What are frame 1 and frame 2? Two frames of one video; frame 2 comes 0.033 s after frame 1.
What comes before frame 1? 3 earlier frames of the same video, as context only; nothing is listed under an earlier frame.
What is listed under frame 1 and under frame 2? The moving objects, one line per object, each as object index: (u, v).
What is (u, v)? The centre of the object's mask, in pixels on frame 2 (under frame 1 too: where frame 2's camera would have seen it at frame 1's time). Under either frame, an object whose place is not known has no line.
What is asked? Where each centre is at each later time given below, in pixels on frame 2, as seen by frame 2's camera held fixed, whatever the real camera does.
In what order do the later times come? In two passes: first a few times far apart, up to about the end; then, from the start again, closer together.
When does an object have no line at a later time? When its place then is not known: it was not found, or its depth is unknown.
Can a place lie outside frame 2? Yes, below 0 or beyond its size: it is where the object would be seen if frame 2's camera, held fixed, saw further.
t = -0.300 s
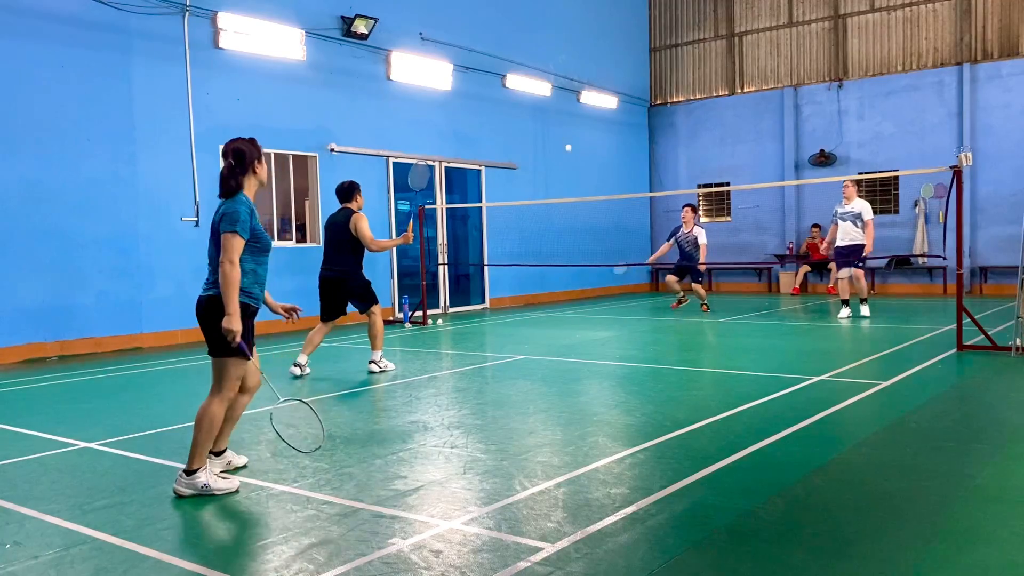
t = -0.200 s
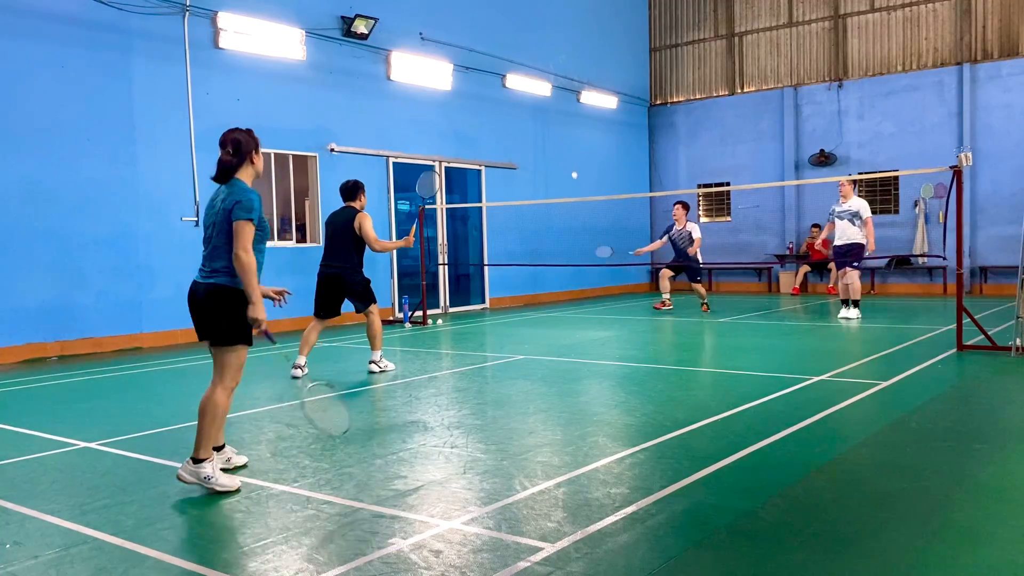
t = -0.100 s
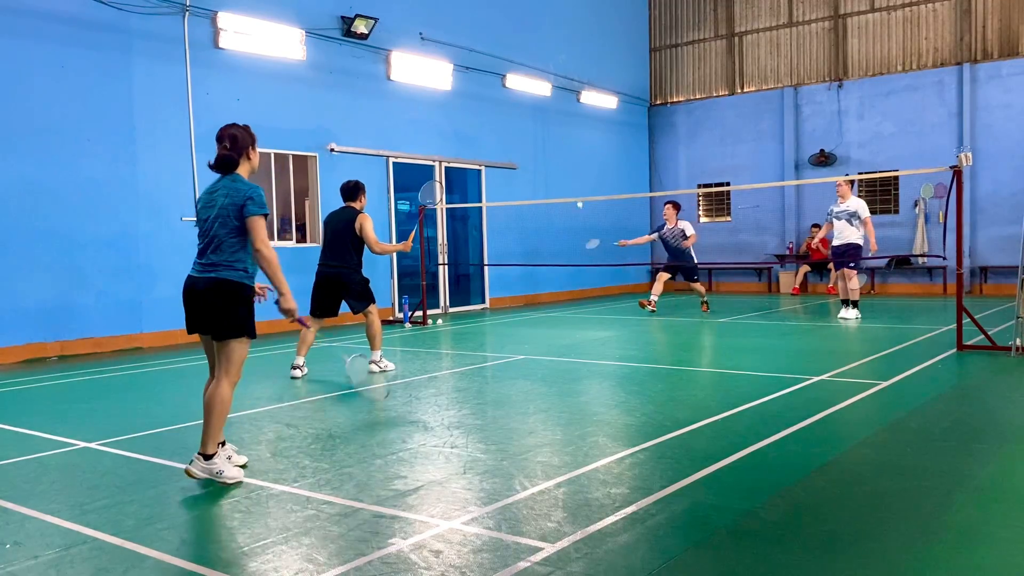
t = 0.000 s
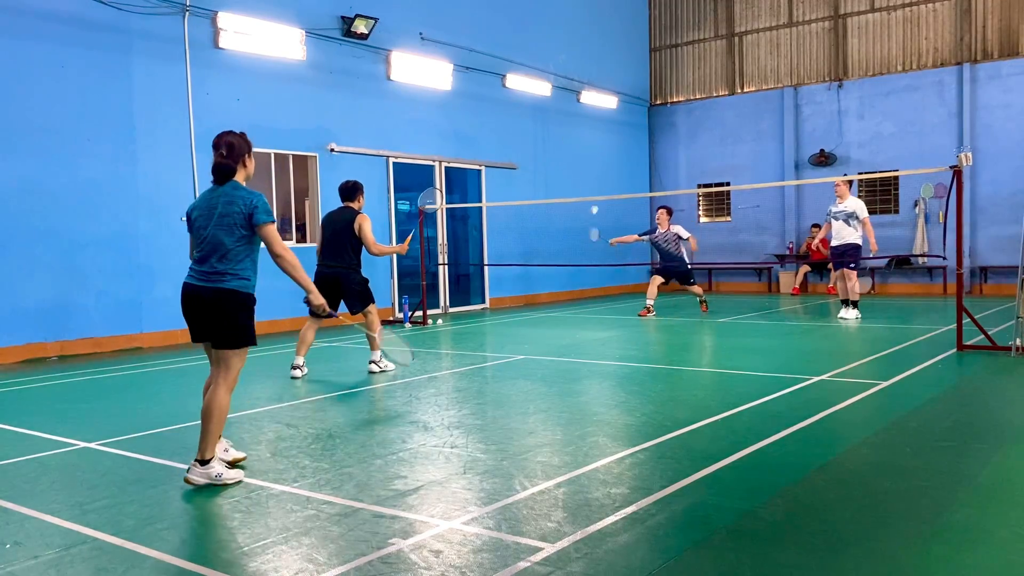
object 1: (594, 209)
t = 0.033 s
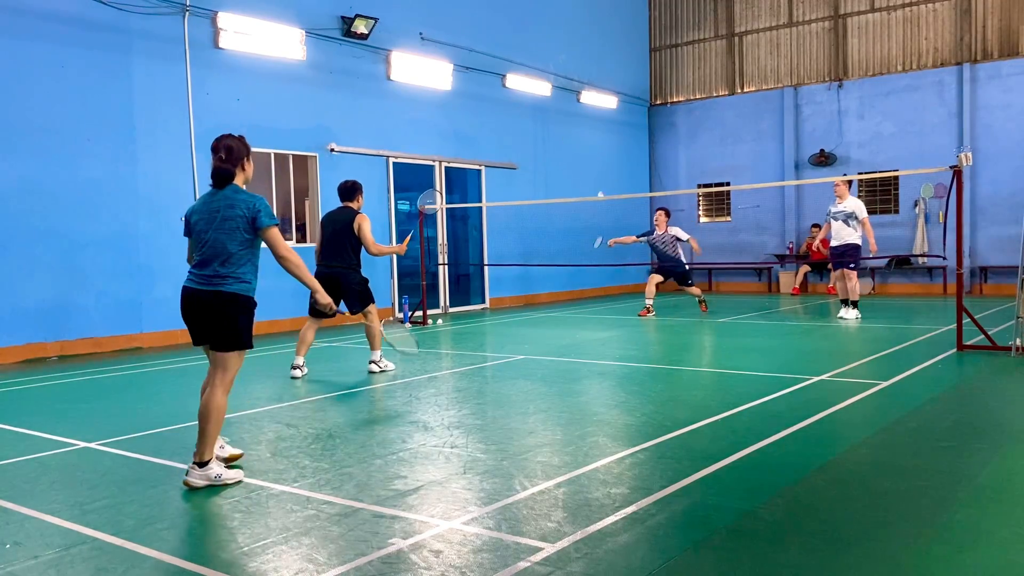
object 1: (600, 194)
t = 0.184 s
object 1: (638, 155)
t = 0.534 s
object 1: (724, 146)
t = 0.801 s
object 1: (788, 231)
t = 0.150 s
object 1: (630, 163)
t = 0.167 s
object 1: (634, 159)
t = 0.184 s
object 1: (638, 155)
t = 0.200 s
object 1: (642, 152)
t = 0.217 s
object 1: (646, 149)
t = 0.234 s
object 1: (650, 146)
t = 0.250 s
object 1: (654, 144)
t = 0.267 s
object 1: (658, 142)
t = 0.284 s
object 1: (662, 140)
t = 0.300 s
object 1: (666, 139)
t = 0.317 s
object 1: (670, 137)
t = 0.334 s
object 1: (674, 137)
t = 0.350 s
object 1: (678, 136)
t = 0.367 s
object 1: (682, 135)
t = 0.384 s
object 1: (687, 135)
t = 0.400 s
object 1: (691, 135)
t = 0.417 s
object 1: (695, 135)
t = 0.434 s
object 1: (699, 135)
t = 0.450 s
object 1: (704, 137)
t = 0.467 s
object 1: (708, 138)
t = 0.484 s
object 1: (712, 139)
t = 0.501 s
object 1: (716, 141)
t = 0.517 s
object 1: (720, 143)
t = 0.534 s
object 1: (724, 146)
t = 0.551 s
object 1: (728, 149)
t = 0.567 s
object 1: (732, 152)
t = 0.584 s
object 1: (736, 155)
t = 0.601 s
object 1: (741, 159)
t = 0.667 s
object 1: (757, 177)
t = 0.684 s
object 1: (761, 183)
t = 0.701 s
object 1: (765, 189)
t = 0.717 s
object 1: (769, 194)
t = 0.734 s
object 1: (773, 201)
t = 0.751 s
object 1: (777, 208)
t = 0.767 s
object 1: (780, 215)
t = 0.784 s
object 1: (784, 223)
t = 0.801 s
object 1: (788, 231)
